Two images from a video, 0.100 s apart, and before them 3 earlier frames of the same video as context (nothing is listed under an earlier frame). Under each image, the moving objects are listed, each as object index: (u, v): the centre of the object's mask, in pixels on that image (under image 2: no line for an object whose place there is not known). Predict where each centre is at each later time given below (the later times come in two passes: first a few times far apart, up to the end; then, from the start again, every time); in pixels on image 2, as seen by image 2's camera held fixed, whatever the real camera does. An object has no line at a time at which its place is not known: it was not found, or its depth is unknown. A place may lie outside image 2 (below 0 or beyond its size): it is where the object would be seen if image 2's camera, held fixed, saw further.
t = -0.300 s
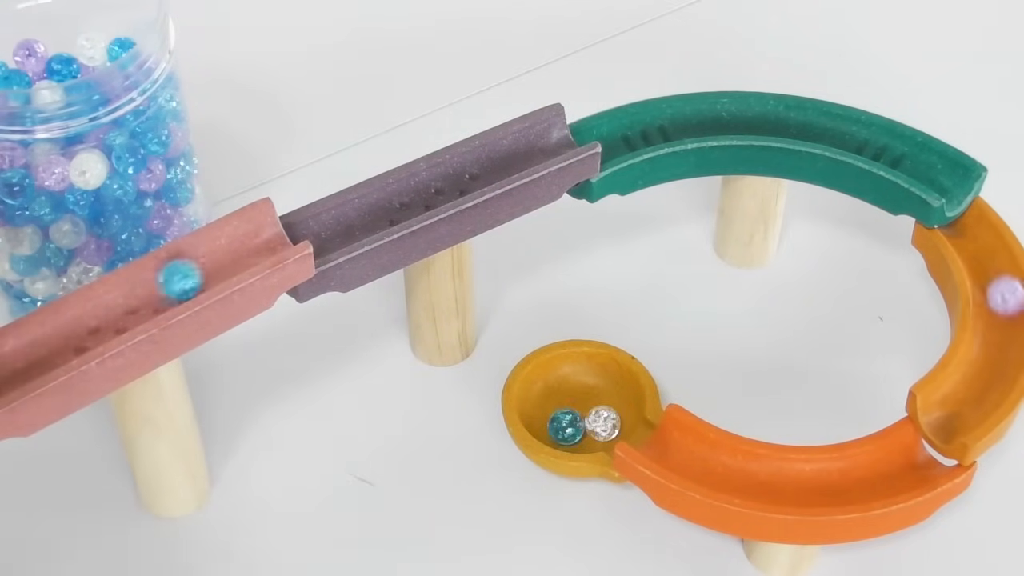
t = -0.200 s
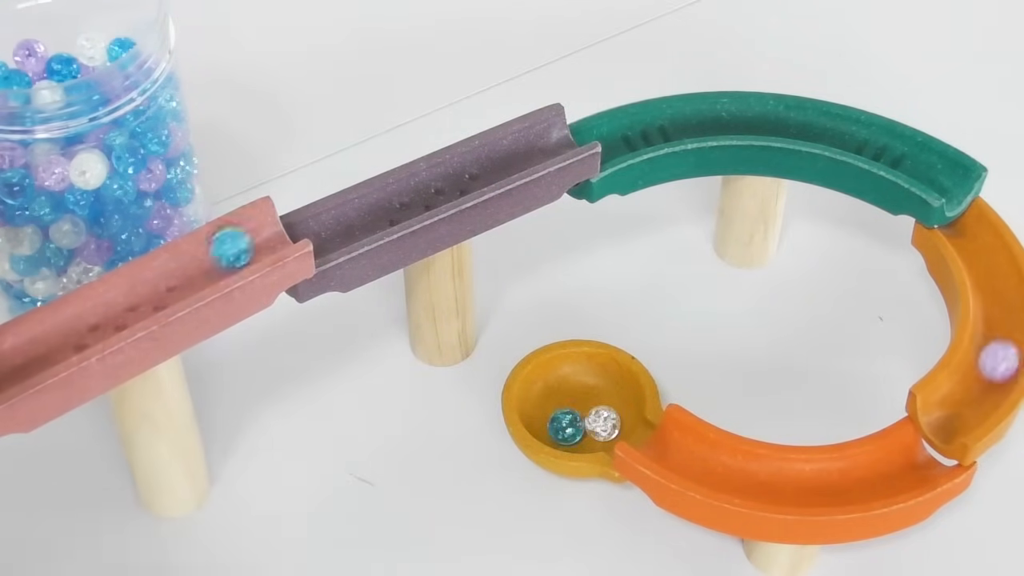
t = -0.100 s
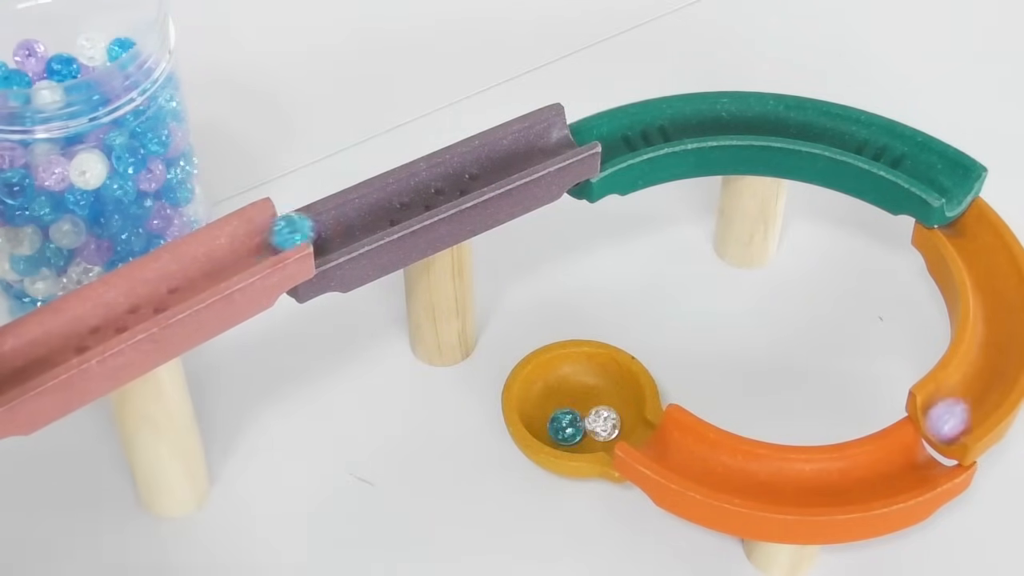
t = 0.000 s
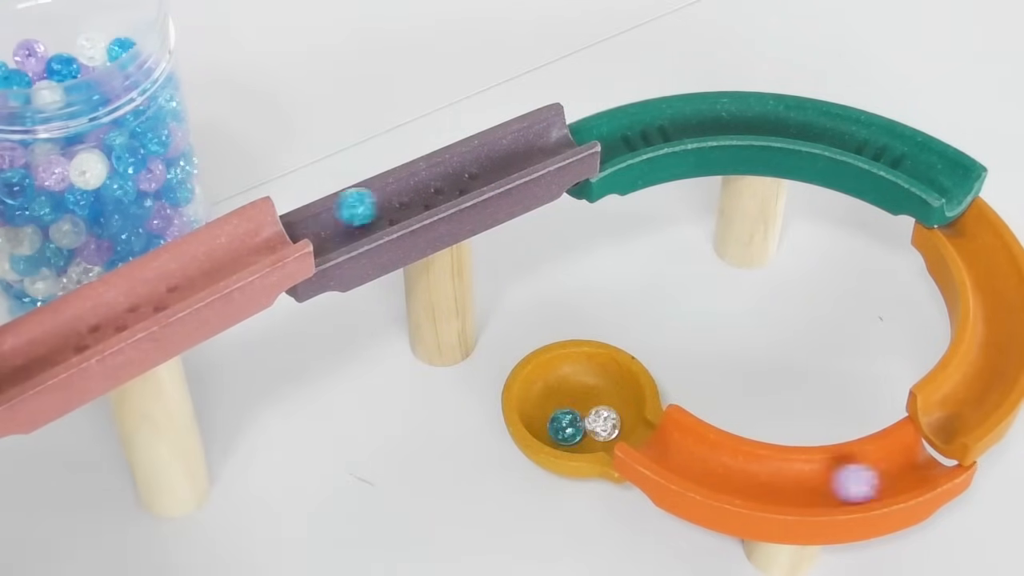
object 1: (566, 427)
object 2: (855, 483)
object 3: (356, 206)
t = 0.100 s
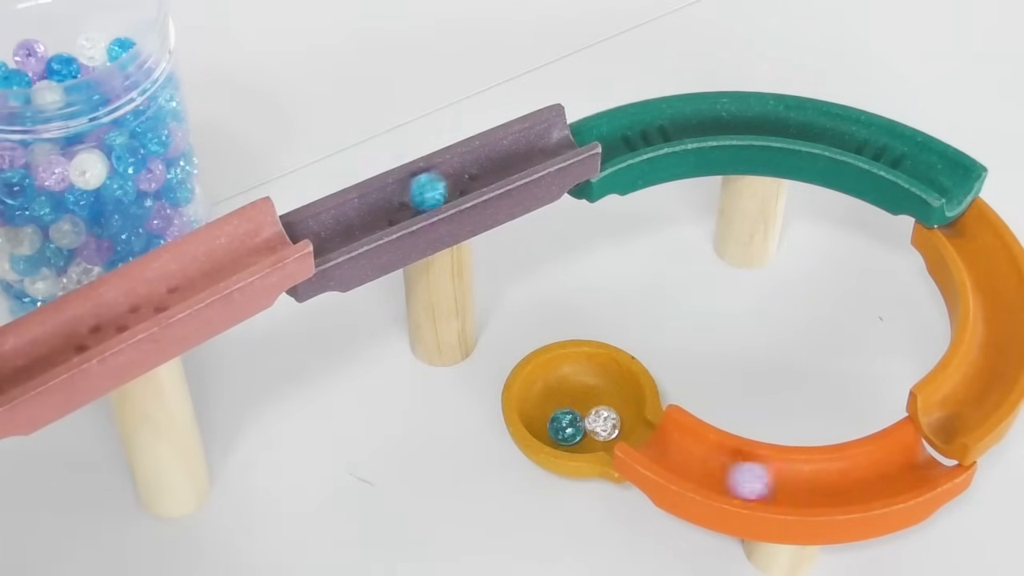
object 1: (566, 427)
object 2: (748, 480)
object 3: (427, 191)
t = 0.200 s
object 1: (566, 427)
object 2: (663, 445)
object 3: (486, 161)
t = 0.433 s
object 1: (546, 399)
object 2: (585, 404)
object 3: (622, 127)
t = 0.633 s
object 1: (567, 428)
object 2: (611, 418)
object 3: (758, 114)
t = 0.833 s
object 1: (567, 426)
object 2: (606, 417)
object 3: (888, 145)
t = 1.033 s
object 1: (559, 421)
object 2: (604, 410)
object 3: (980, 239)
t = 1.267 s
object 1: (561, 426)
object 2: (602, 419)
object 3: (996, 373)
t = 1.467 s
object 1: (565, 428)
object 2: (602, 426)
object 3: (856, 481)
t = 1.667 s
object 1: (564, 426)
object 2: (600, 422)
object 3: (664, 448)
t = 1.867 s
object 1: (544, 412)
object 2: (610, 394)
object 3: (582, 416)
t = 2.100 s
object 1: (559, 416)
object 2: (606, 409)
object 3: (589, 435)
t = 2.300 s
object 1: (548, 413)
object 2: (612, 413)
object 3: (581, 429)
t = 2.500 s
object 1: (558, 406)
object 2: (604, 414)
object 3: (576, 433)
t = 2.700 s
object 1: (556, 406)
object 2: (606, 417)
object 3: (575, 433)
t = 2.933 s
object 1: (545, 397)
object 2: (611, 401)
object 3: (554, 428)
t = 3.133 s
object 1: (552, 399)
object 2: (613, 400)
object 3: (558, 429)
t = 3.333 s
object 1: (550, 399)
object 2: (609, 403)
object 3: (560, 429)
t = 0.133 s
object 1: (566, 427)
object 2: (717, 473)
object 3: (448, 182)
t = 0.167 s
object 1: (566, 427)
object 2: (689, 461)
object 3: (466, 172)
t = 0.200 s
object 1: (566, 427)
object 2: (663, 445)
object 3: (486, 161)
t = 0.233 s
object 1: (566, 427)
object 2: (639, 433)
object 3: (505, 152)
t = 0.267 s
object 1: (565, 427)
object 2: (615, 425)
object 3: (524, 147)
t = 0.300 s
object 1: (556, 427)
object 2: (606, 431)
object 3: (545, 141)
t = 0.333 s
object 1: (549, 424)
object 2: (589, 425)
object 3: (563, 137)
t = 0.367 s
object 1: (539, 413)
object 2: (588, 409)
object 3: (586, 131)
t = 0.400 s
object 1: (539, 408)
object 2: (585, 406)
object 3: (599, 131)
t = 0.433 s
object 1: (546, 399)
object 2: (585, 404)
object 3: (622, 127)
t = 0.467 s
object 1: (546, 400)
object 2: (594, 405)
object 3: (646, 119)
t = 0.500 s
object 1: (550, 405)
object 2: (603, 407)
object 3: (673, 122)
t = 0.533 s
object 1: (556, 410)
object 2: (611, 409)
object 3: (697, 122)
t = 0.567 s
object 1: (560, 416)
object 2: (616, 410)
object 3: (716, 115)
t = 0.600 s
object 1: (563, 422)
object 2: (616, 414)
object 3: (736, 109)
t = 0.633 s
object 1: (567, 428)
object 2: (611, 418)
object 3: (758, 114)
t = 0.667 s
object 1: (570, 434)
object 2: (605, 422)
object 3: (779, 120)
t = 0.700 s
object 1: (570, 435)
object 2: (602, 422)
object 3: (801, 124)
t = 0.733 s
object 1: (569, 435)
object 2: (603, 422)
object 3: (824, 128)
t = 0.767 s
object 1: (569, 431)
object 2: (604, 421)
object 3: (848, 131)
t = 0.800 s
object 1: (568, 427)
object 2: (605, 419)
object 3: (870, 135)
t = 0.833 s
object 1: (567, 426)
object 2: (606, 417)
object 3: (888, 145)
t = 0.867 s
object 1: (566, 424)
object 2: (606, 416)
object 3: (903, 154)
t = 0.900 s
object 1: (565, 423)
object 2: (605, 414)
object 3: (917, 162)
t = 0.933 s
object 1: (564, 423)
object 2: (605, 413)
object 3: (933, 170)
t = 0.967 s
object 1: (562, 422)
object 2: (605, 411)
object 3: (951, 181)
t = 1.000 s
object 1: (561, 421)
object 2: (604, 410)
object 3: (964, 206)
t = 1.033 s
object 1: (559, 421)
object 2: (604, 410)
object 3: (980, 239)
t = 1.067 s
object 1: (559, 421)
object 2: (606, 411)
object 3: (997, 251)
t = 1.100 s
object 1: (559, 421)
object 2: (607, 413)
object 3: (999, 276)
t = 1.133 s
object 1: (558, 421)
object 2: (609, 414)
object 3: (995, 296)
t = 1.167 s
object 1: (559, 422)
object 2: (609, 415)
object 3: (997, 315)
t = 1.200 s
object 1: (559, 423)
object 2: (607, 416)
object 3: (1004, 337)
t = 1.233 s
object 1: (560, 425)
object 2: (605, 418)
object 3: (1005, 355)
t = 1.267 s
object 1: (561, 426)
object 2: (602, 419)
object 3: (996, 373)
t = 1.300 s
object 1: (563, 427)
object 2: (600, 420)
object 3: (976, 386)
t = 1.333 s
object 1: (563, 427)
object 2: (600, 421)
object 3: (958, 400)
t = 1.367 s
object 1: (563, 427)
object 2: (601, 422)
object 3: (940, 424)
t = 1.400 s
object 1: (564, 428)
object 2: (602, 424)
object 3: (916, 455)
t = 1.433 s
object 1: (565, 428)
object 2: (602, 426)
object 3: (888, 469)
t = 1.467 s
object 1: (565, 428)
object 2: (602, 426)
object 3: (856, 481)
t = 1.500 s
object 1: (565, 428)
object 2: (602, 426)
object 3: (823, 486)
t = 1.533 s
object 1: (565, 428)
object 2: (601, 425)
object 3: (789, 486)
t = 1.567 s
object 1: (564, 428)
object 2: (601, 424)
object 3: (754, 480)
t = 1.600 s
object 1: (564, 427)
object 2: (600, 423)
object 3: (722, 473)
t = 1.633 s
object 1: (563, 427)
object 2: (600, 422)
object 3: (692, 462)
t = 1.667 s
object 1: (564, 426)
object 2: (600, 422)
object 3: (664, 448)
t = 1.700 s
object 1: (564, 426)
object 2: (600, 422)
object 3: (641, 434)
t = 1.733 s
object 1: (564, 425)
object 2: (596, 420)
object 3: (619, 430)
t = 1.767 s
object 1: (558, 425)
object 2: (597, 400)
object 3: (605, 421)
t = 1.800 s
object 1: (553, 424)
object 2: (605, 401)
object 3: (591, 427)
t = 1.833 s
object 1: (546, 417)
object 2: (609, 398)
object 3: (584, 419)
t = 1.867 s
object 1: (544, 412)
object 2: (610, 394)
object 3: (582, 416)
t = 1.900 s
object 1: (544, 411)
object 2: (608, 392)
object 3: (582, 411)
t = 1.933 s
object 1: (548, 408)
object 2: (608, 391)
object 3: (585, 413)
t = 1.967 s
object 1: (549, 409)
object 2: (607, 393)
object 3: (587, 416)
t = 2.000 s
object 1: (553, 409)
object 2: (607, 396)
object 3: (587, 421)
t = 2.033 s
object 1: (555, 411)
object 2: (607, 400)
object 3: (589, 426)
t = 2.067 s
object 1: (557, 414)
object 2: (606, 405)
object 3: (590, 432)
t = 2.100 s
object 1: (559, 416)
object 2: (606, 409)
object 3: (589, 435)
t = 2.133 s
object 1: (560, 418)
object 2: (607, 411)
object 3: (589, 437)
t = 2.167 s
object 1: (559, 418)
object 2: (609, 413)
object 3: (588, 437)
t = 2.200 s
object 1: (557, 418)
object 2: (612, 414)
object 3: (587, 436)
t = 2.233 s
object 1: (554, 417)
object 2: (613, 414)
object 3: (586, 434)
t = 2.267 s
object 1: (550, 415)
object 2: (613, 413)
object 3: (584, 431)
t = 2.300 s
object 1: (548, 413)
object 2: (612, 413)
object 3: (581, 429)
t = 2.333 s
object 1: (548, 411)
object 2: (610, 413)
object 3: (580, 429)
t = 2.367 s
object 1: (549, 411)
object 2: (609, 413)
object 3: (579, 430)
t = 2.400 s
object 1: (550, 409)
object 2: (607, 413)
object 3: (578, 430)
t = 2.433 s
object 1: (552, 408)
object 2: (606, 413)
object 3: (577, 430)
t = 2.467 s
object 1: (555, 407)
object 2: (605, 414)
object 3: (576, 432)
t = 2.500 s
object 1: (558, 406)
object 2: (604, 414)
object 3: (576, 433)
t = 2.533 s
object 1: (559, 405)
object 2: (603, 414)
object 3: (575, 433)
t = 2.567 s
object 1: (559, 404)
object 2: (603, 415)
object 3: (575, 433)
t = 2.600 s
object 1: (559, 404)
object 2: (604, 415)
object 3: (575, 433)
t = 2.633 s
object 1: (558, 405)
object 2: (604, 416)
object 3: (574, 433)
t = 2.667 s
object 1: (558, 405)
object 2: (605, 416)
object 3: (574, 433)
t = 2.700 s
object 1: (556, 406)
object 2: (606, 417)
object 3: (575, 433)
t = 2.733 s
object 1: (555, 407)
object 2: (607, 417)
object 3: (575, 433)
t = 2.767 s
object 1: (553, 407)
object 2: (607, 418)
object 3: (575, 432)
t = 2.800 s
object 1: (552, 408)
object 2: (608, 418)
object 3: (575, 432)
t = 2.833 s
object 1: (551, 408)
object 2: (601, 410)
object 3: (575, 432)
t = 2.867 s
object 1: (547, 404)
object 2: (614, 407)
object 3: (570, 431)
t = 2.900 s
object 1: (544, 399)
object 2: (614, 407)
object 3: (564, 431)
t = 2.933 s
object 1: (545, 397)
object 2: (611, 401)
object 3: (554, 428)
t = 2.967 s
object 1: (547, 397)
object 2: (610, 396)
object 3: (551, 427)
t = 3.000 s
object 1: (547, 397)
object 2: (614, 396)
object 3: (553, 429)
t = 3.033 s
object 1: (549, 397)
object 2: (615, 395)
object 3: (555, 428)
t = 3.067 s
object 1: (551, 397)
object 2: (615, 396)
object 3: (556, 428)
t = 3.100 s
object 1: (552, 398)
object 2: (615, 397)
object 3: (556, 429)
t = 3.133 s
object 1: (552, 399)
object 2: (613, 400)
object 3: (558, 429)
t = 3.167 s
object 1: (552, 399)
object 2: (609, 403)
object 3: (561, 429)
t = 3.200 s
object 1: (551, 399)
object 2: (607, 405)
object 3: (563, 428)
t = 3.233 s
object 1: (551, 399)
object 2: (606, 406)
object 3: (563, 429)
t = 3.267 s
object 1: (551, 399)
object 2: (606, 405)
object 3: (563, 429)
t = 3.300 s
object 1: (550, 399)
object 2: (607, 405)
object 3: (561, 429)
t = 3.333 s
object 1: (550, 399)
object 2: (609, 403)
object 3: (560, 429)
